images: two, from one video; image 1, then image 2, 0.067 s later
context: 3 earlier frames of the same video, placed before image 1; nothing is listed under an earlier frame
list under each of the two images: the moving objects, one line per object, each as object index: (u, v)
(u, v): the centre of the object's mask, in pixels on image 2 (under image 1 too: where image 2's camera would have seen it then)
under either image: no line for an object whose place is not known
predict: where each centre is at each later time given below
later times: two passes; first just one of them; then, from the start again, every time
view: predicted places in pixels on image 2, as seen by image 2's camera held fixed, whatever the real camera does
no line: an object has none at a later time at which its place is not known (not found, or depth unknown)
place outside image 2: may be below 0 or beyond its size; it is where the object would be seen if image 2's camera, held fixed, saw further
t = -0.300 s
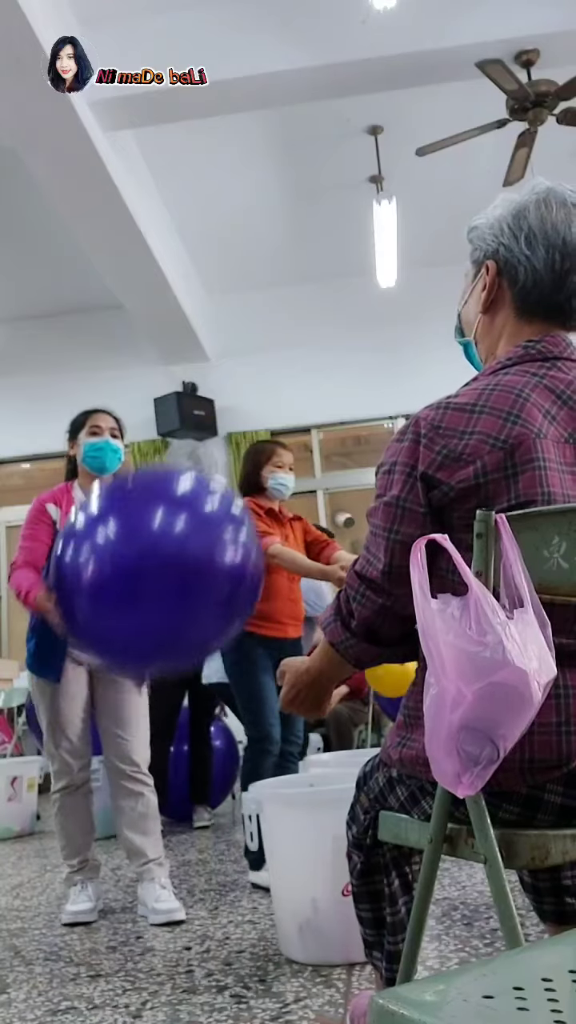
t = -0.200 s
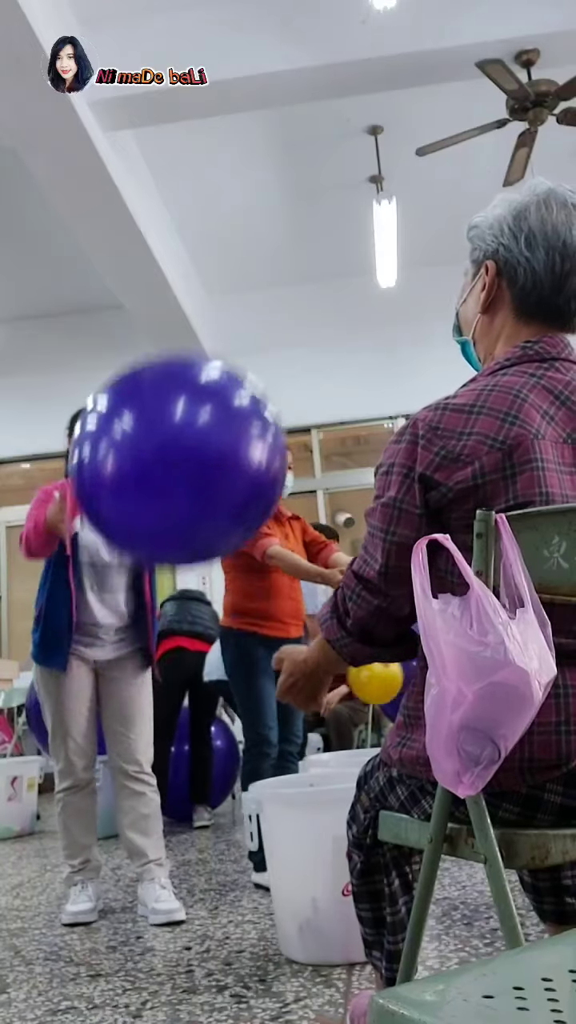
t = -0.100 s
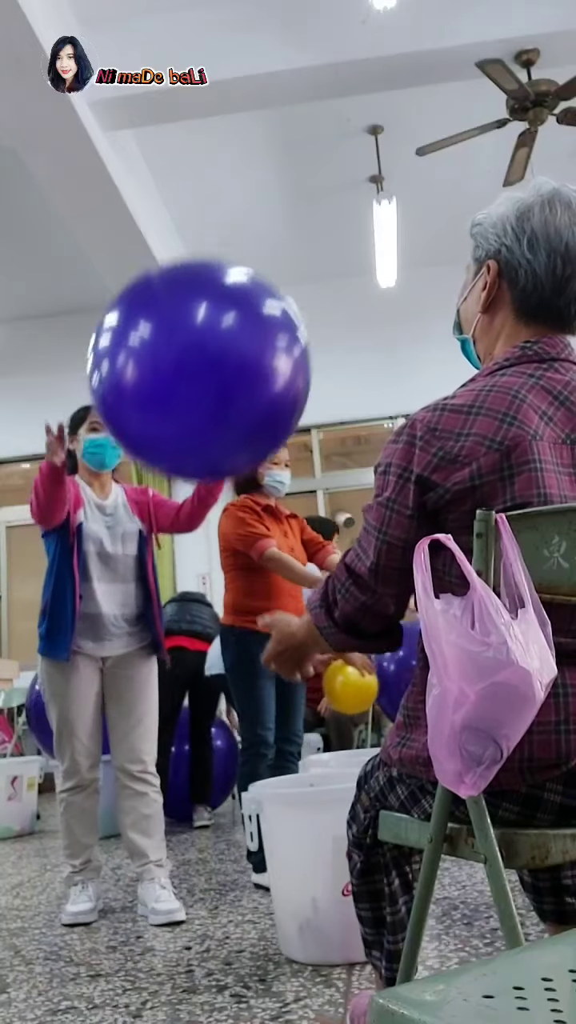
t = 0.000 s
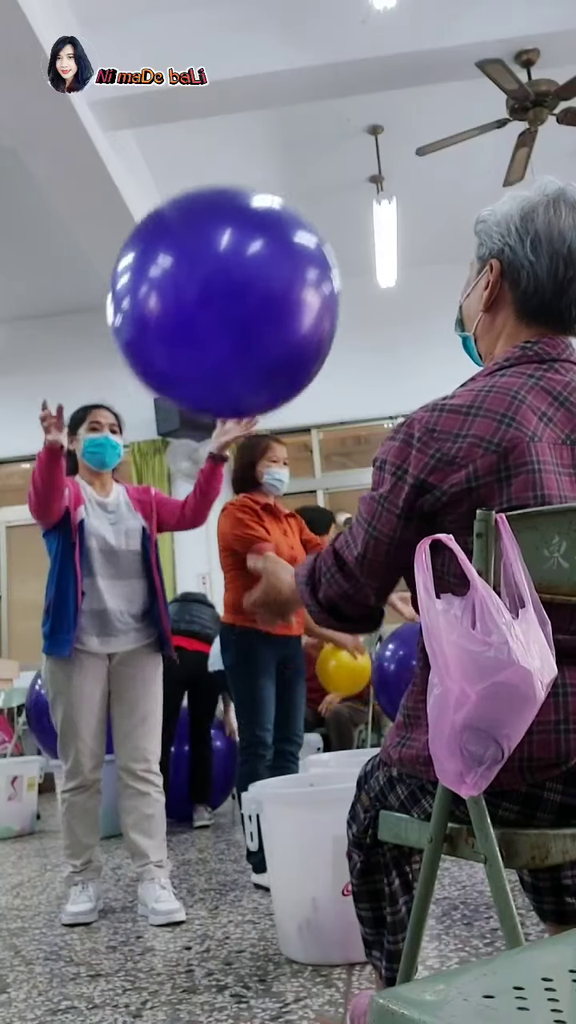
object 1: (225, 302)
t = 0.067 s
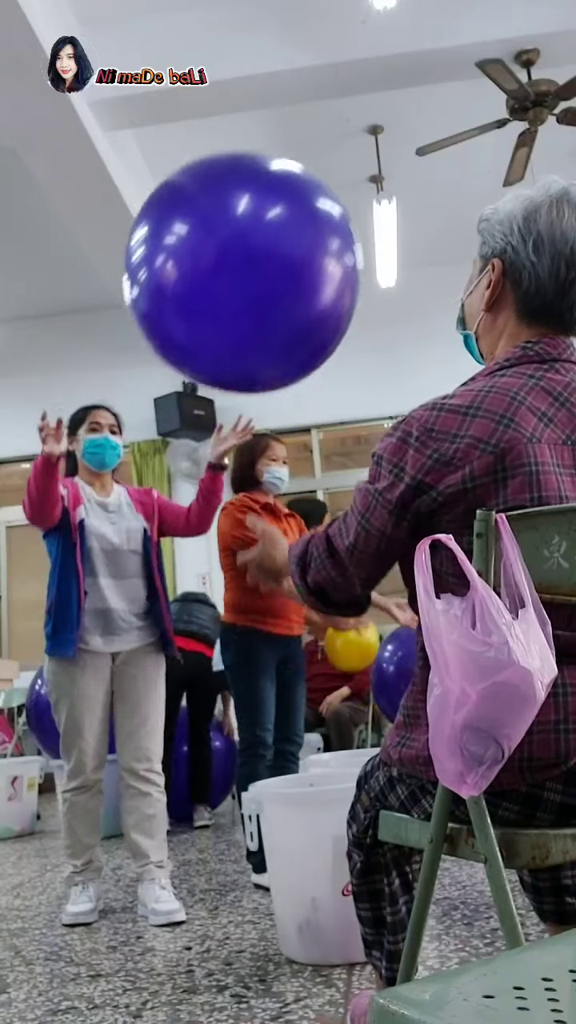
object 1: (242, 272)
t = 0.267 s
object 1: (312, 257)
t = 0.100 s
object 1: (252, 261)
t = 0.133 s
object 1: (263, 254)
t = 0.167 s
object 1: (275, 249)
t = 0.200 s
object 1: (286, 248)
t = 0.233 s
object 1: (299, 251)
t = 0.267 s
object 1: (312, 257)
